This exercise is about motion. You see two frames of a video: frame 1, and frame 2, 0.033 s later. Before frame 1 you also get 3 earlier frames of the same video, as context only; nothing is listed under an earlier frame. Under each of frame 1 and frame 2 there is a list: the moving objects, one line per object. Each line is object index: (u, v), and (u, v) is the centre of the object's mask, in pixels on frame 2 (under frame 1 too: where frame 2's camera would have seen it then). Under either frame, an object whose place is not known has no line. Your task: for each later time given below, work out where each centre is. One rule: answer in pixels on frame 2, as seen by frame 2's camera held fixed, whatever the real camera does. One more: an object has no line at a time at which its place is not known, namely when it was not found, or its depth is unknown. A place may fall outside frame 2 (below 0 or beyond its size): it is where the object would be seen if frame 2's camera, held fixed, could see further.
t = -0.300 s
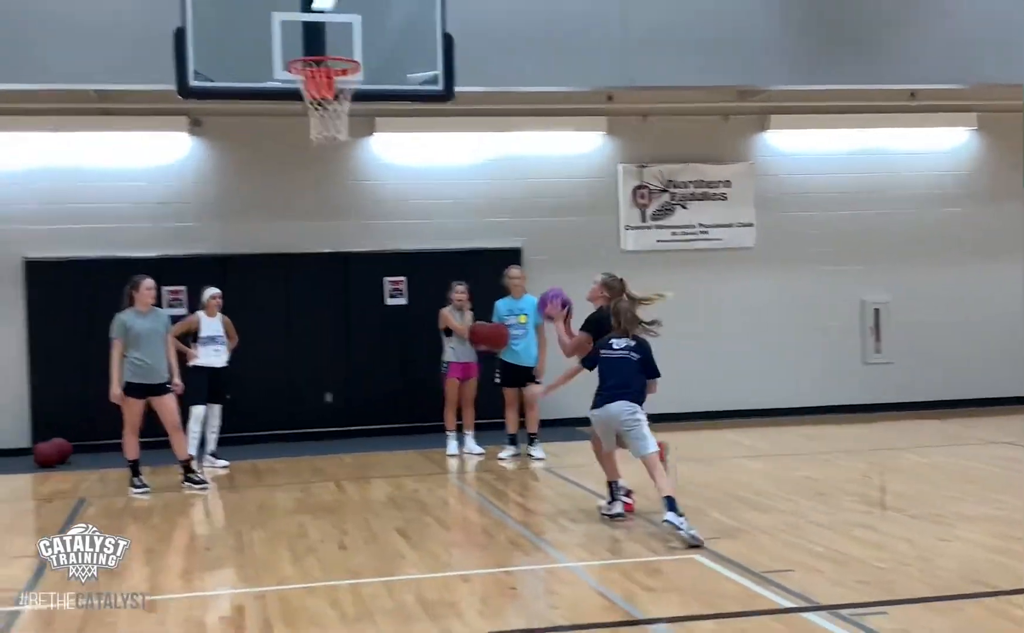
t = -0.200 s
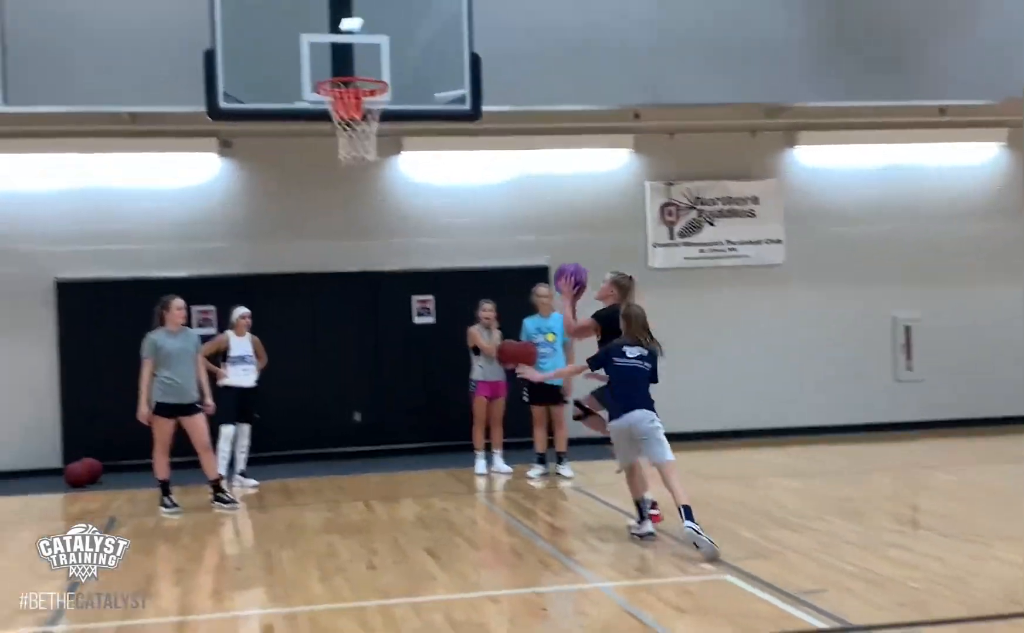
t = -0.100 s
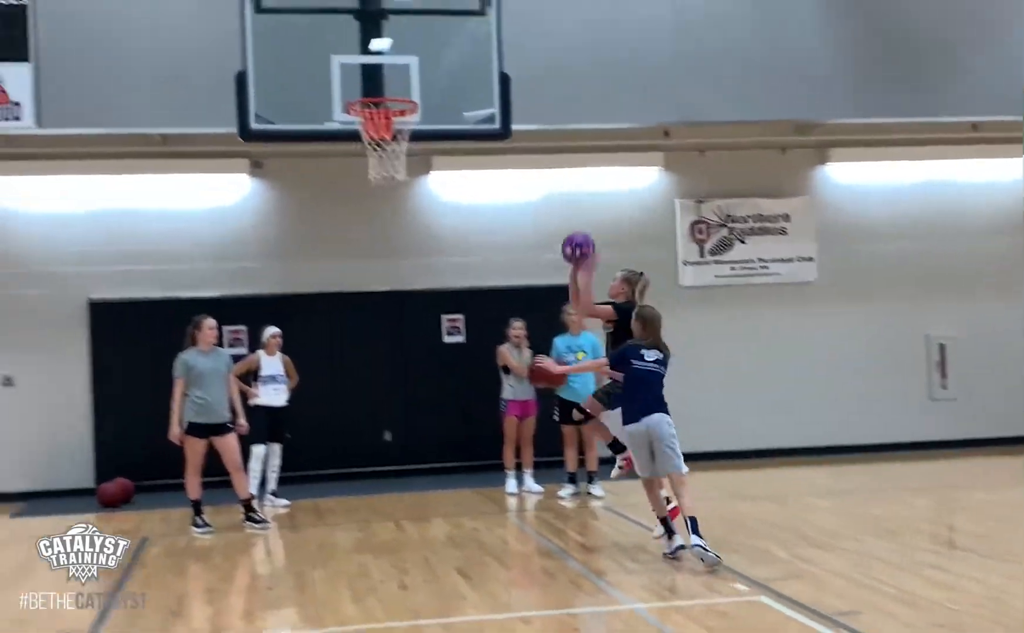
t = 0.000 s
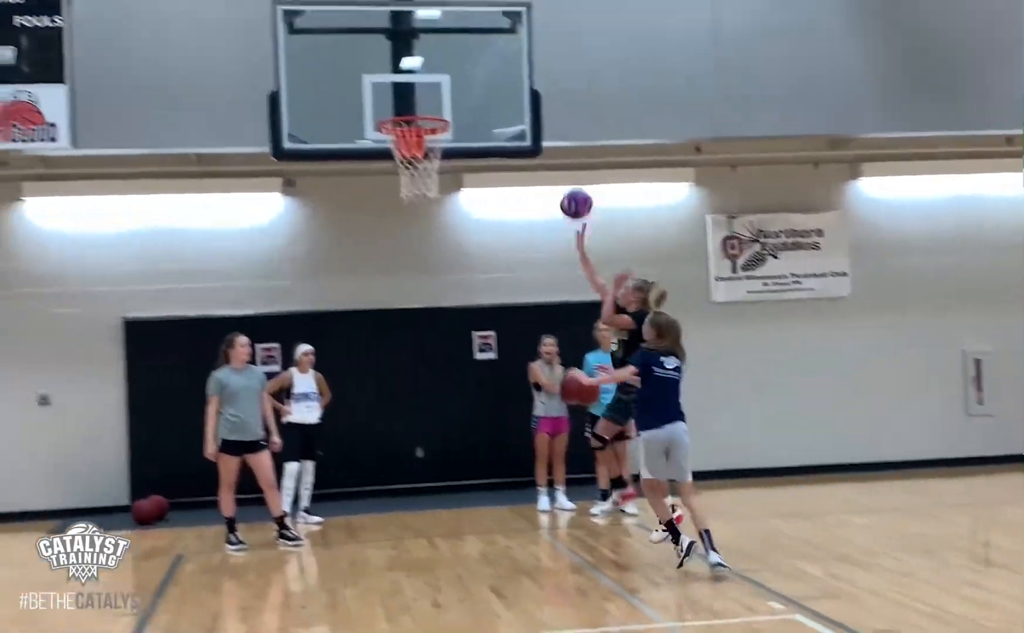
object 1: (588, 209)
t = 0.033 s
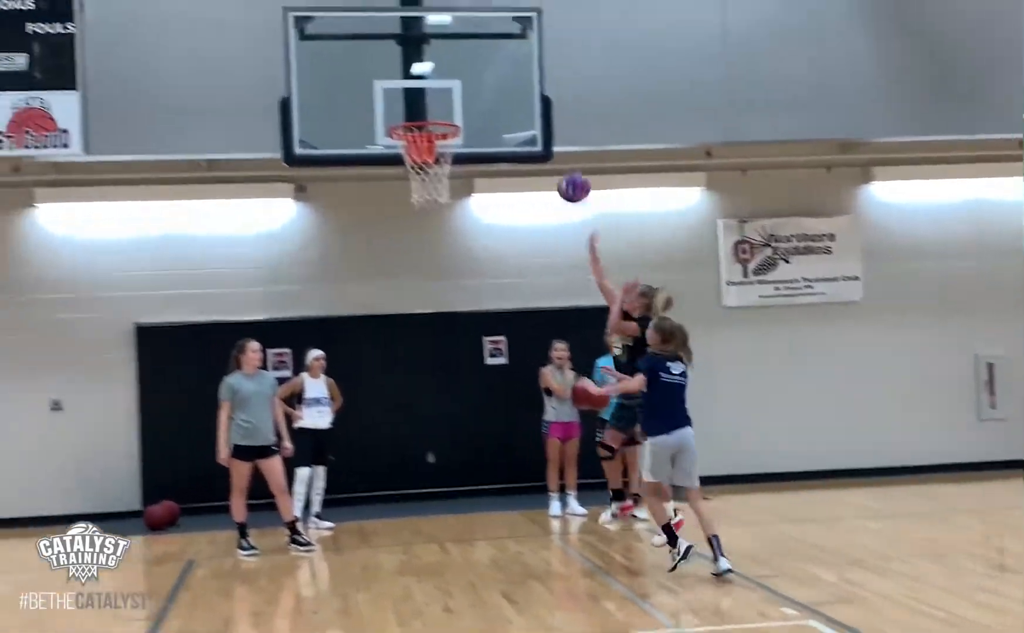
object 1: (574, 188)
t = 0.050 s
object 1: (567, 179)
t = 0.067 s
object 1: (559, 171)
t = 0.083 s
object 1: (553, 163)
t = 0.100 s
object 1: (548, 155)
